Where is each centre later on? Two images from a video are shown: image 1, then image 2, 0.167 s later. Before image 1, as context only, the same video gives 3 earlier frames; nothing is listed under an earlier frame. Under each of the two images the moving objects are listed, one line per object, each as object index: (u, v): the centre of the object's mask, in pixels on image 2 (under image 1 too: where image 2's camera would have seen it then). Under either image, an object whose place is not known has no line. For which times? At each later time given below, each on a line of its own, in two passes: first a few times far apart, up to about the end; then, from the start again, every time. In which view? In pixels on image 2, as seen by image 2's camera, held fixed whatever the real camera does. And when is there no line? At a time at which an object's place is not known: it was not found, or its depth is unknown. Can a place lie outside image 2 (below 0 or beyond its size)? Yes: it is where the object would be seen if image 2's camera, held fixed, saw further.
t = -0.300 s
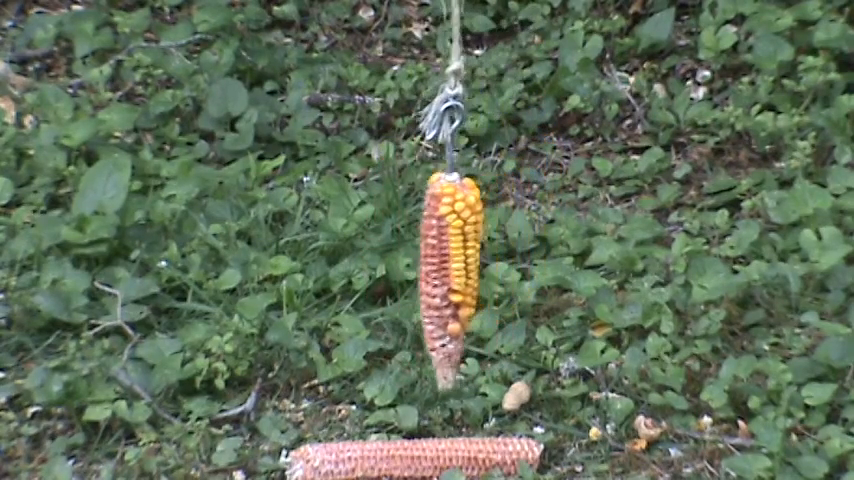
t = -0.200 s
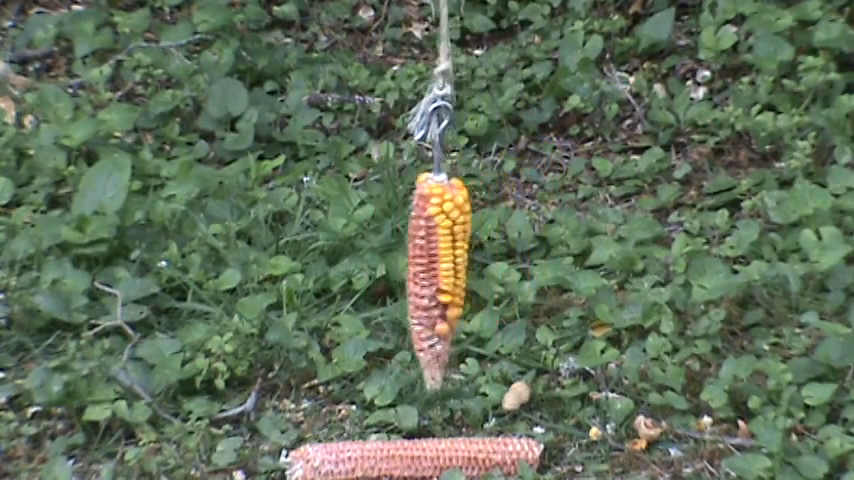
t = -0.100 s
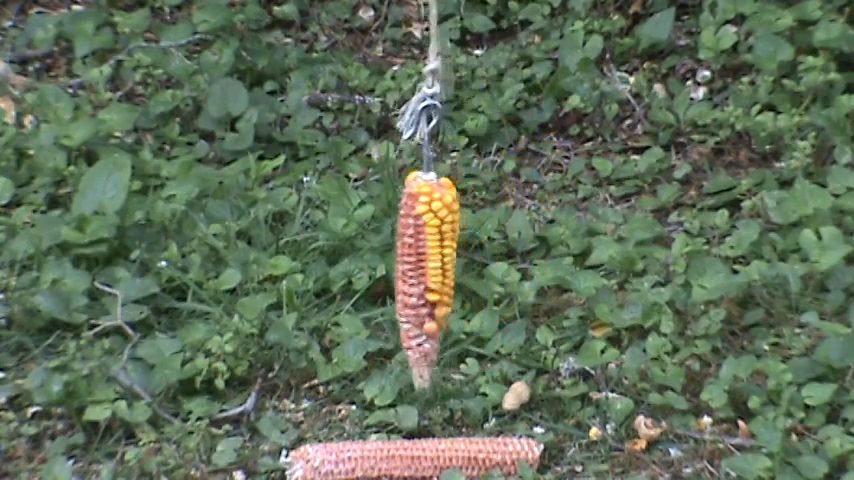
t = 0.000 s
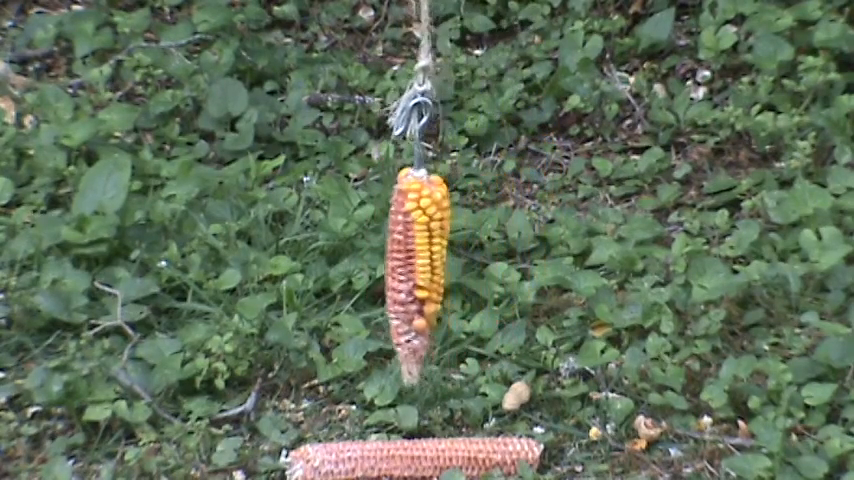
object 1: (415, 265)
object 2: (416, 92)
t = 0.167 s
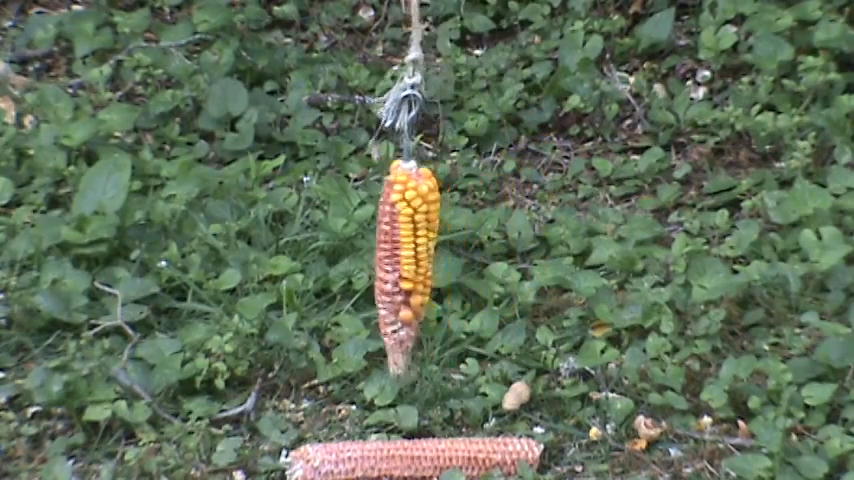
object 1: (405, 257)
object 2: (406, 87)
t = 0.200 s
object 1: (403, 255)
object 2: (405, 87)
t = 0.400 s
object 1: (402, 240)
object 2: (403, 77)
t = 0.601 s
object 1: (411, 223)
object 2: (411, 66)
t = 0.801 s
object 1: (429, 207)
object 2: (426, 55)
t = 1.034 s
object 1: (455, 194)
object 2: (452, 47)
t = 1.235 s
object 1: (479, 190)
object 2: (476, 43)
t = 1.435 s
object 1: (500, 193)
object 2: (496, 45)
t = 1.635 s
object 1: (513, 202)
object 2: (508, 51)
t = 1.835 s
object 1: (518, 216)
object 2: (513, 62)
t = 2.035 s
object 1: (512, 234)
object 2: (508, 72)
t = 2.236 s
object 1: (496, 248)
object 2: (495, 82)
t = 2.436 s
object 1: (475, 260)
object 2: (474, 90)
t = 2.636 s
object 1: (451, 266)
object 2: (450, 96)
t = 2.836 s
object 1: (429, 267)
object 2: (428, 96)
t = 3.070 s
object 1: (410, 259)
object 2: (410, 91)
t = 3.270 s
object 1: (404, 247)
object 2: (405, 82)
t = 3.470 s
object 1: (408, 232)
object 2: (408, 72)
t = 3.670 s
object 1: (421, 216)
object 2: (419, 60)
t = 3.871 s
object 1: (440, 203)
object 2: (438, 53)
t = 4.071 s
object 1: (463, 194)
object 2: (459, 47)
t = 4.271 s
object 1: (483, 192)
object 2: (479, 45)
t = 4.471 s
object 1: (500, 197)
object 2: (496, 48)
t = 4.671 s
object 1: (509, 207)
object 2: (505, 55)
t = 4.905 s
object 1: (509, 224)
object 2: (505, 68)
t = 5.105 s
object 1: (498, 240)
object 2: (495, 79)
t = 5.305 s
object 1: (480, 254)
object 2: (479, 87)
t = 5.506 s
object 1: (458, 263)
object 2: (457, 92)
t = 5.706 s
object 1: (436, 267)
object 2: (436, 93)
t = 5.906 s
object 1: (418, 264)
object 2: (418, 94)
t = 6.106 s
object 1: (407, 256)
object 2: (407, 87)
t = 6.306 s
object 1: (405, 243)
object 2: (407, 80)
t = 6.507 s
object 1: (411, 227)
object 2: (412, 68)
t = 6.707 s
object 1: (426, 213)
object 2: (424, 58)
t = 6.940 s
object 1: (449, 199)
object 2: (446, 51)
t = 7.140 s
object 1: (469, 194)
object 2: (464, 47)
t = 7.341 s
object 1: (486, 195)
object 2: (482, 48)
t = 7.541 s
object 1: (497, 204)
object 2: (494, 53)
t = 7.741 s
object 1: (501, 217)
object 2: (497, 61)
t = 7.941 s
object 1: (497, 232)
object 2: (493, 72)
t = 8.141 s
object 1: (483, 247)
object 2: (480, 82)
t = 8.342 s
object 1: (463, 259)
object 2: (462, 88)
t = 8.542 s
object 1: (442, 266)
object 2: (442, 94)
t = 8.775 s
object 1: (419, 268)
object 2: (419, 96)
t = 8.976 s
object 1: (405, 262)
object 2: (405, 92)
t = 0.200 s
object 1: (403, 255)
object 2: (405, 87)
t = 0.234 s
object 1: (402, 252)
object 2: (405, 86)
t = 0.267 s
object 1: (402, 250)
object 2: (402, 84)
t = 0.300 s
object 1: (401, 247)
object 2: (402, 82)
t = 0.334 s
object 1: (401, 245)
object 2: (403, 80)
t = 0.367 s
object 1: (401, 242)
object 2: (403, 78)
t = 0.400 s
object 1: (402, 240)
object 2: (403, 77)
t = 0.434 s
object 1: (403, 238)
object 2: (403, 76)
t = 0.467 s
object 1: (404, 235)
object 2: (405, 75)
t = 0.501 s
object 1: (405, 232)
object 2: (405, 73)
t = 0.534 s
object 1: (407, 229)
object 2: (407, 70)
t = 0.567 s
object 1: (409, 226)
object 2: (409, 67)
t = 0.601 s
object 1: (411, 223)
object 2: (411, 66)
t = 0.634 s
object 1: (413, 220)
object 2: (413, 63)
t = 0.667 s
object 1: (416, 218)
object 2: (415, 62)
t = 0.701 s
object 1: (419, 214)
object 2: (418, 60)
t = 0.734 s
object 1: (422, 212)
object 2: (420, 57)
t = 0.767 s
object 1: (425, 209)
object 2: (422, 56)
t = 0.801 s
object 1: (429, 207)
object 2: (426, 55)
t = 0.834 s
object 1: (432, 204)
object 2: (430, 54)
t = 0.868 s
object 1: (436, 203)
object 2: (434, 53)
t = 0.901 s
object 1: (440, 201)
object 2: (438, 52)
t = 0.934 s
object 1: (444, 199)
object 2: (441, 49)
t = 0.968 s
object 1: (448, 197)
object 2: (445, 50)
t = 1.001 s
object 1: (452, 196)
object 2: (448, 47)
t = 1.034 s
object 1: (455, 194)
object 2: (452, 47)
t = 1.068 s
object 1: (459, 193)
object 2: (456, 46)
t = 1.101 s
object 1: (464, 192)
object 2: (460, 45)
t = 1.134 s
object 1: (468, 191)
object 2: (463, 44)
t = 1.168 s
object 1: (471, 190)
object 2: (467, 44)
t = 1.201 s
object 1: (476, 190)
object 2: (471, 44)
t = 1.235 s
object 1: (479, 190)
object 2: (476, 43)
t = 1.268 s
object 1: (483, 190)
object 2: (480, 43)
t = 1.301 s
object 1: (486, 190)
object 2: (483, 44)
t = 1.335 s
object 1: (490, 190)
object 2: (487, 44)
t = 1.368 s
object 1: (493, 191)
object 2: (490, 44)
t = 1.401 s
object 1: (497, 192)
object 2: (493, 45)
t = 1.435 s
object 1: (500, 193)
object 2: (496, 45)
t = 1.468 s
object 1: (502, 194)
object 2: (499, 46)
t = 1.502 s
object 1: (505, 195)
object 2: (501, 47)
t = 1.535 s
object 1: (507, 197)
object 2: (503, 47)
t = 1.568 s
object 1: (510, 198)
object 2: (505, 48)
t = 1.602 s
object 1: (511, 200)
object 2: (507, 50)
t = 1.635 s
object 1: (513, 202)
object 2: (508, 51)
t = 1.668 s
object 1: (515, 204)
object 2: (510, 52)
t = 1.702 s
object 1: (516, 206)
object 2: (511, 54)
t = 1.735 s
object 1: (517, 208)
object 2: (511, 56)
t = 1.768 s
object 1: (517, 211)
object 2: (512, 58)
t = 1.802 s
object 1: (518, 213)
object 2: (513, 60)
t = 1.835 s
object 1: (518, 216)
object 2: (513, 62)
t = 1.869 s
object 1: (518, 218)
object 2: (513, 63)
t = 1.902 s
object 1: (517, 221)
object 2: (512, 64)
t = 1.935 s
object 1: (516, 224)
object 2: (511, 66)
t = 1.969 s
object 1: (515, 227)
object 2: (511, 68)
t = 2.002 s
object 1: (514, 230)
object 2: (510, 70)
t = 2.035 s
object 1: (512, 234)
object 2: (508, 72)
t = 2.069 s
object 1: (510, 236)
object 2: (507, 74)
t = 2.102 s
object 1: (508, 239)
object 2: (505, 76)
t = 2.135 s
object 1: (505, 240)
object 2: (503, 79)
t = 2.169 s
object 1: (503, 243)
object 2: (501, 81)
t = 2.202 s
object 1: (499, 246)
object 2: (497, 80)
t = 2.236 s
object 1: (496, 248)
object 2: (495, 82)
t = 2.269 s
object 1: (493, 250)
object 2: (491, 84)
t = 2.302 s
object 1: (490, 252)
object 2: (488, 86)
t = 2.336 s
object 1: (486, 254)
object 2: (485, 88)
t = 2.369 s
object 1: (482, 257)
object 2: (481, 87)
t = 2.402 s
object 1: (478, 259)
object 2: (478, 91)
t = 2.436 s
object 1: (475, 260)
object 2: (474, 90)
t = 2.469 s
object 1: (470, 262)
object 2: (469, 91)
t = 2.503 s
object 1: (466, 263)
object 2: (465, 92)
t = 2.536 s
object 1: (463, 264)
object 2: (462, 93)
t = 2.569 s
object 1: (459, 265)
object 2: (458, 93)
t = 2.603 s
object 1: (455, 266)
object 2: (454, 95)
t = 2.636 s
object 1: (451, 266)
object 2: (450, 96)
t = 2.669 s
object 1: (447, 267)
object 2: (446, 93)
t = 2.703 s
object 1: (443, 267)
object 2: (442, 94)
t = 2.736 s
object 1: (439, 267)
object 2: (439, 95)
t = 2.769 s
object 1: (436, 267)
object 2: (435, 93)
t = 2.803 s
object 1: (432, 267)
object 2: (432, 94)
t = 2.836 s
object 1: (429, 267)
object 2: (428, 96)
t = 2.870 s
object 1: (426, 266)
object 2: (425, 96)
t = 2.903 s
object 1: (423, 266)
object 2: (422, 95)
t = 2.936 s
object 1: (419, 265)
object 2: (419, 94)
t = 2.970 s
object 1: (417, 264)
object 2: (417, 93)
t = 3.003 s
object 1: (414, 262)
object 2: (414, 91)
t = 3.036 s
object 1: (412, 260)
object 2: (412, 90)
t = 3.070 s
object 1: (410, 259)
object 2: (410, 91)
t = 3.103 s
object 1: (408, 258)
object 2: (409, 86)
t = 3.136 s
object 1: (407, 255)
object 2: (407, 86)
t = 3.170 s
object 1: (405, 253)
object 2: (407, 85)
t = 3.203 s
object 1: (405, 251)
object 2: (405, 84)
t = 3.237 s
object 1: (404, 249)
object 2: (404, 83)
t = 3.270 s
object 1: (404, 247)
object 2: (405, 82)
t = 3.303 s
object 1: (404, 245)
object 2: (404, 81)
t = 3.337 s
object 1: (404, 242)
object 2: (405, 80)
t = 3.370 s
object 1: (405, 239)
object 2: (405, 79)
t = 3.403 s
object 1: (405, 237)
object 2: (406, 78)
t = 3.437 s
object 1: (407, 235)
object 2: (408, 74)
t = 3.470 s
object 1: (408, 232)
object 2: (408, 72)
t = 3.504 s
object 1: (409, 229)
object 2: (409, 69)
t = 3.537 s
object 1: (411, 226)
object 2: (412, 68)
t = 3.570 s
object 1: (413, 224)
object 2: (414, 65)
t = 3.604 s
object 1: (416, 221)
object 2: (415, 64)
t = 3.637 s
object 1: (418, 218)
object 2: (417, 62)
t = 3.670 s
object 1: (421, 216)
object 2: (419, 60)
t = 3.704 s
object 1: (424, 213)
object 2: (422, 58)
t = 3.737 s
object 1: (427, 211)
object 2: (425, 58)
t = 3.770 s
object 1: (430, 209)
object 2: (428, 57)
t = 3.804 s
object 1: (434, 207)
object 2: (432, 55)
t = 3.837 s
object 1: (437, 204)
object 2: (435, 54)
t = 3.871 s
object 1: (440, 203)
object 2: (438, 53)
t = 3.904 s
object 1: (444, 201)
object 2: (442, 51)
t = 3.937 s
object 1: (448, 199)
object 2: (445, 50)
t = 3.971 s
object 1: (452, 198)
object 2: (448, 48)
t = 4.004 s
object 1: (455, 196)
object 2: (452, 48)
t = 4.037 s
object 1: (459, 195)
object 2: (455, 47)
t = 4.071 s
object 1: (463, 194)
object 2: (459, 47)
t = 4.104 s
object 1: (466, 193)
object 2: (462, 46)
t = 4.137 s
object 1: (470, 192)
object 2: (466, 46)
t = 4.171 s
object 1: (473, 192)
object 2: (468, 47)
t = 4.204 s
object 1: (477, 192)
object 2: (473, 45)
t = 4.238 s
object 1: (480, 192)
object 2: (477, 45)
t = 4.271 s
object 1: (483, 192)
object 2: (479, 45)
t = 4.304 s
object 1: (486, 192)
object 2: (483, 45)
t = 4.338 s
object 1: (489, 193)
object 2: (486, 45)
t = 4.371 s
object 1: (492, 193)
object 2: (489, 45)
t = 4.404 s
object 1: (495, 194)
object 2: (492, 46)
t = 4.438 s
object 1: (498, 196)
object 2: (494, 47)
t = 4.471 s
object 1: (500, 197)
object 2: (496, 48)
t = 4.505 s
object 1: (502, 198)
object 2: (498, 49)
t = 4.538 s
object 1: (504, 199)
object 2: (500, 49)
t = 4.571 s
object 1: (505, 201)
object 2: (501, 50)
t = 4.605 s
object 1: (507, 203)
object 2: (502, 52)
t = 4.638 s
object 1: (508, 205)
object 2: (504, 54)
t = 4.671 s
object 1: (509, 207)
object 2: (505, 55)
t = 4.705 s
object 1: (510, 209)
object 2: (505, 56)
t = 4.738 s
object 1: (510, 212)
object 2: (506, 58)
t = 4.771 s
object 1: (511, 214)
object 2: (506, 60)
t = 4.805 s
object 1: (511, 216)
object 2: (506, 61)
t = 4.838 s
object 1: (510, 219)
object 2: (506, 63)
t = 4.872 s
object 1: (510, 221)
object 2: (506, 65)
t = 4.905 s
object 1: (509, 224)
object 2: (505, 68)
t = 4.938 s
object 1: (508, 226)
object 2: (504, 69)
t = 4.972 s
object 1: (507, 229)
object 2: (503, 71)
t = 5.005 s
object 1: (505, 232)
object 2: (502, 73)
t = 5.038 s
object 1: (503, 235)
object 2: (500, 75)
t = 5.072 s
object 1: (501, 237)
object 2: (498, 77)
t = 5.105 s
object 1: (498, 240)
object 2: (495, 79)
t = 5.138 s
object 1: (496, 243)
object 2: (494, 79)
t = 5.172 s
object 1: (493, 246)
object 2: (491, 81)
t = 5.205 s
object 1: (490, 247)
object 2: (488, 82)
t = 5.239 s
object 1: (487, 250)
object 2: (485, 84)
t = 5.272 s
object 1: (484, 252)
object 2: (482, 85)
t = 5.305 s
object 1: (480, 254)
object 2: (479, 87)
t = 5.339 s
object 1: (477, 256)
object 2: (475, 89)
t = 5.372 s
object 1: (473, 258)
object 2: (472, 89)
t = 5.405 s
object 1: (469, 259)
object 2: (468, 90)
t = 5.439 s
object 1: (465, 261)
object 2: (465, 90)
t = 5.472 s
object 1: (462, 261)
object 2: (461, 91)
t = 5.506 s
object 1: (458, 263)
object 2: (457, 92)
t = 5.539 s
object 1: (454, 264)
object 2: (454, 94)
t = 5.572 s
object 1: (451, 265)
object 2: (450, 93)
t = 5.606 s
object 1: (447, 265)
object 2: (447, 92)
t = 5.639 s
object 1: (443, 266)
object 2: (443, 92)
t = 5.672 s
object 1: (440, 267)
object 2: (440, 93)
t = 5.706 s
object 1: (436, 267)
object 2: (436, 93)
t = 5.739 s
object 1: (433, 267)
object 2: (433, 92)
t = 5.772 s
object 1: (430, 266)
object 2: (431, 95)
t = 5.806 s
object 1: (427, 266)
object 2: (427, 95)
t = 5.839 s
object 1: (424, 266)
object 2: (424, 95)
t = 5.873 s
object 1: (421, 265)
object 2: (421, 94)
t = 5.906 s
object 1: (418, 264)
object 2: (418, 94)
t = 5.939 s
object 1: (416, 263)
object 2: (416, 92)
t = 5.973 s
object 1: (414, 262)
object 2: (413, 92)
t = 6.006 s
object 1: (412, 260)
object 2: (412, 89)
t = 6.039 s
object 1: (410, 259)
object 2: (410, 90)
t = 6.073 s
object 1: (409, 258)
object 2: (408, 86)
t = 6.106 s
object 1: (407, 256)
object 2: (407, 87)
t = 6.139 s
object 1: (406, 253)
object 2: (406, 87)
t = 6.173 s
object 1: (406, 251)
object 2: (406, 86)
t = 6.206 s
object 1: (405, 249)
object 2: (406, 85)
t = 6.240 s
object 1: (405, 247)
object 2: (406, 84)
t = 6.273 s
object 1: (405, 245)
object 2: (406, 82)
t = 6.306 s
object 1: (405, 243)
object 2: (407, 80)
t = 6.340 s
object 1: (406, 241)
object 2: (406, 77)
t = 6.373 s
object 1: (406, 239)
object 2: (406, 76)
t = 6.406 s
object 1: (407, 236)
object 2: (407, 76)
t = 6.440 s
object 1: (408, 233)
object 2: (409, 73)
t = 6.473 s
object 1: (410, 230)
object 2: (411, 70)
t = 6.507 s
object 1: (411, 227)
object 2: (412, 68)
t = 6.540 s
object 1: (413, 225)
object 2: (414, 65)
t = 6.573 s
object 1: (416, 222)
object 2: (415, 64)
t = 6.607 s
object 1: (418, 219)
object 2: (417, 62)
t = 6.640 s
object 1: (421, 217)
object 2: (420, 61)
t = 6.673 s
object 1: (423, 215)
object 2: (422, 59)
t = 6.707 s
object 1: (426, 213)
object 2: (424, 58)
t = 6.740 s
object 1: (429, 210)
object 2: (427, 57)
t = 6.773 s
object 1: (432, 208)
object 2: (431, 57)
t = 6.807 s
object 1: (436, 206)
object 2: (434, 55)
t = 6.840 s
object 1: (439, 204)
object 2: (437, 54)
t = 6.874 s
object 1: (442, 203)
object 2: (440, 52)
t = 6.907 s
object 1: (446, 201)
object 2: (444, 52)
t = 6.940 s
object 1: (449, 199)
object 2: (446, 51)
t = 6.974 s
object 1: (452, 198)
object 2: (449, 49)
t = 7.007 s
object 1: (456, 197)
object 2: (452, 49)
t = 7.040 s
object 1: (459, 196)
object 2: (456, 48)
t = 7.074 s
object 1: (463, 195)
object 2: (459, 48)
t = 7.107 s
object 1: (466, 195)
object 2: (462, 47)
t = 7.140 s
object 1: (469, 194)
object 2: (464, 47)
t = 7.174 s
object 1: (472, 194)
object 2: (468, 47)
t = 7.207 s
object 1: (475, 195)
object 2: (471, 47)
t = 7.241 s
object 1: (478, 195)
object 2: (474, 47)
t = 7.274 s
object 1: (481, 195)
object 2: (477, 47)
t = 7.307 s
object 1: (483, 195)
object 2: (479, 46)
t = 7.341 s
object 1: (486, 195)
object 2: (482, 48)
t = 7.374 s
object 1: (488, 197)
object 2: (484, 48)
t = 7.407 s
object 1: (490, 198)
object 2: (487, 48)
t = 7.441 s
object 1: (492, 199)
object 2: (488, 49)
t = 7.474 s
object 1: (494, 201)
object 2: (491, 49)
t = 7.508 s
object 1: (496, 202)
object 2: (492, 51)
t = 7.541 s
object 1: (497, 204)
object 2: (494, 53)
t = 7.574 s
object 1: (498, 206)
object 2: (495, 54)
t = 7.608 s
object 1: (499, 208)
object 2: (496, 55)
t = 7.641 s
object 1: (500, 210)
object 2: (497, 57)
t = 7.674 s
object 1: (501, 212)
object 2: (497, 58)
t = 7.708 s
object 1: (501, 214)
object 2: (497, 59)
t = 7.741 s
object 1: (501, 217)
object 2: (497, 61)
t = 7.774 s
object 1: (501, 219)
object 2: (497, 63)
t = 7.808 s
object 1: (500, 221)
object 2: (497, 65)
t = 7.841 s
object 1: (500, 224)
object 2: (496, 67)
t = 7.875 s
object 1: (499, 226)
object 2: (495, 69)
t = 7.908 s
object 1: (498, 229)
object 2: (494, 70)
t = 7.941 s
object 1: (497, 232)
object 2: (493, 72)
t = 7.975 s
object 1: (495, 234)
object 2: (491, 75)
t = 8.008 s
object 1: (493, 238)
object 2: (489, 76)
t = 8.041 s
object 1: (490, 241)
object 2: (487, 77)
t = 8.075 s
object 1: (488, 243)
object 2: (485, 79)
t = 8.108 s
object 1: (486, 244)
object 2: (482, 80)
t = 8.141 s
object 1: (483, 247)
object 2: (480, 82)
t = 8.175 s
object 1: (480, 249)
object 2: (477, 84)
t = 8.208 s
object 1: (477, 251)
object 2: (474, 85)
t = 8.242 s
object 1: (474, 253)
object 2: (471, 86)
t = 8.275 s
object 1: (470, 256)
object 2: (468, 88)
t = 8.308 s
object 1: (467, 257)
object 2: (465, 89)
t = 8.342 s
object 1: (463, 259)
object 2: (462, 88)
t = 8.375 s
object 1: (460, 261)
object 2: (458, 91)
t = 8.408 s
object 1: (456, 262)
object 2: (455, 91)
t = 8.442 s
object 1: (452, 264)
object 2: (451, 94)
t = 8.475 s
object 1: (449, 265)
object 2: (448, 93)
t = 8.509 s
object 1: (445, 266)
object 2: (445, 93)
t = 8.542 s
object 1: (442, 266)
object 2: (442, 94)
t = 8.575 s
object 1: (438, 267)
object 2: (438, 95)
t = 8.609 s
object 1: (435, 267)
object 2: (435, 94)
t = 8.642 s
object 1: (431, 267)
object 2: (432, 94)
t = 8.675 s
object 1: (428, 268)
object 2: (428, 97)
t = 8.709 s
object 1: (425, 269)
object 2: (425, 97)
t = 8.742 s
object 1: (422, 268)
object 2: (422, 96)
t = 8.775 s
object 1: (419, 268)
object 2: (419, 96)
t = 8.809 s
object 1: (416, 267)
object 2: (416, 95)
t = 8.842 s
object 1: (413, 266)
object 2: (414, 94)
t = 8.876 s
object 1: (411, 266)
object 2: (411, 93)
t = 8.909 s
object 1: (409, 265)
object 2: (409, 91)
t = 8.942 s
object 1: (407, 264)
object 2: (407, 94)
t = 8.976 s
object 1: (405, 262)
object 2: (405, 92)
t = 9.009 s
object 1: (404, 260)
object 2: (403, 91)
